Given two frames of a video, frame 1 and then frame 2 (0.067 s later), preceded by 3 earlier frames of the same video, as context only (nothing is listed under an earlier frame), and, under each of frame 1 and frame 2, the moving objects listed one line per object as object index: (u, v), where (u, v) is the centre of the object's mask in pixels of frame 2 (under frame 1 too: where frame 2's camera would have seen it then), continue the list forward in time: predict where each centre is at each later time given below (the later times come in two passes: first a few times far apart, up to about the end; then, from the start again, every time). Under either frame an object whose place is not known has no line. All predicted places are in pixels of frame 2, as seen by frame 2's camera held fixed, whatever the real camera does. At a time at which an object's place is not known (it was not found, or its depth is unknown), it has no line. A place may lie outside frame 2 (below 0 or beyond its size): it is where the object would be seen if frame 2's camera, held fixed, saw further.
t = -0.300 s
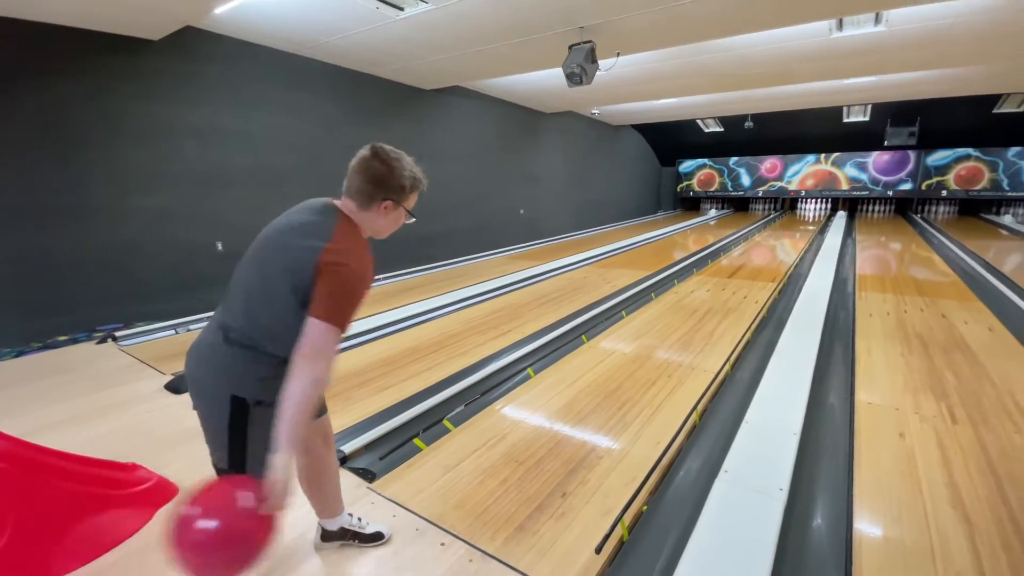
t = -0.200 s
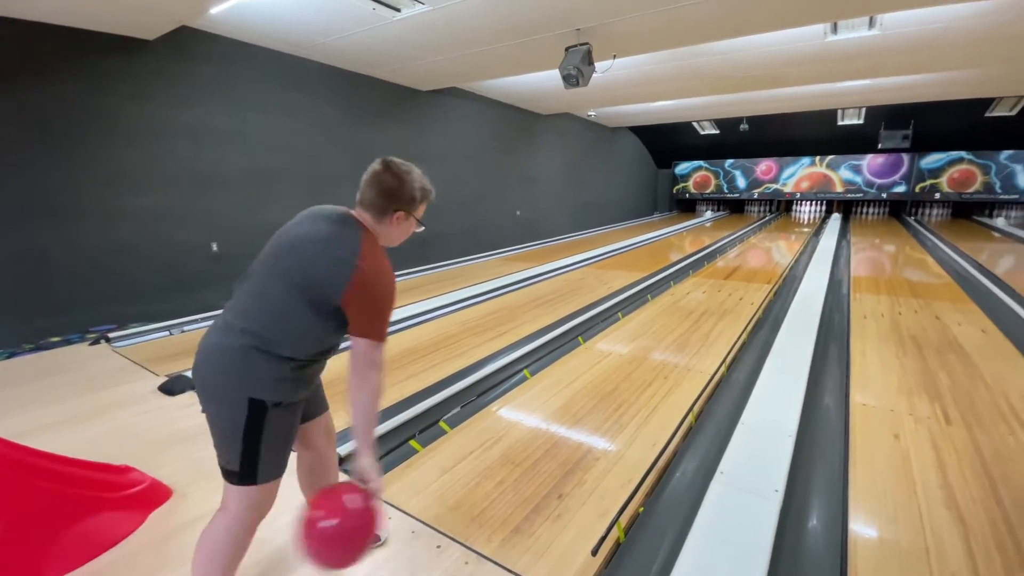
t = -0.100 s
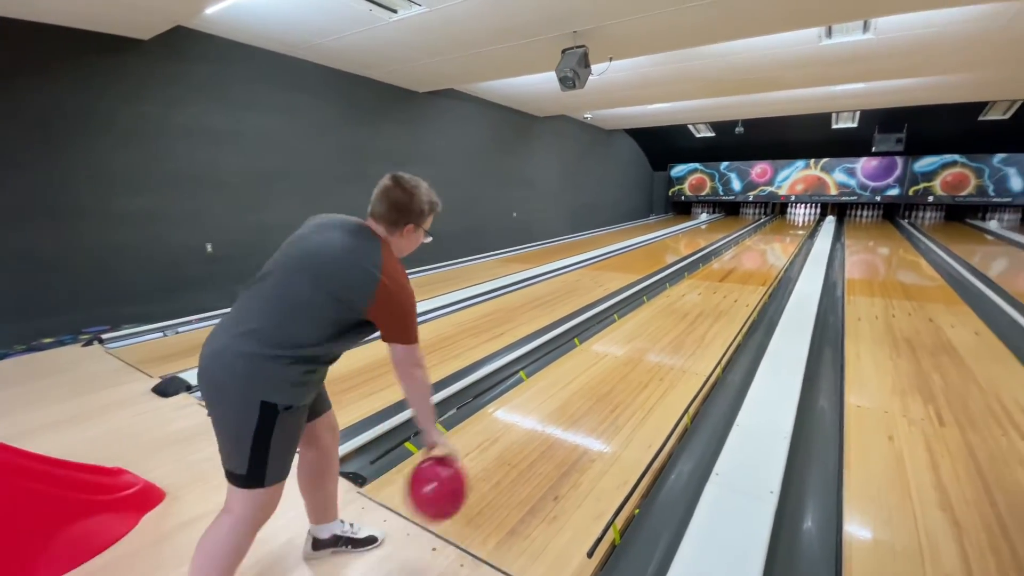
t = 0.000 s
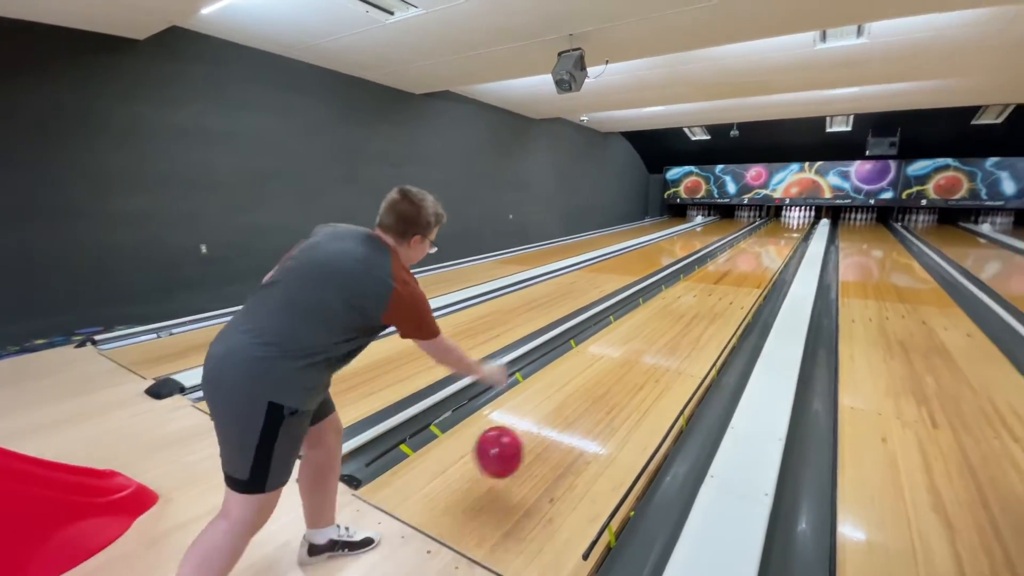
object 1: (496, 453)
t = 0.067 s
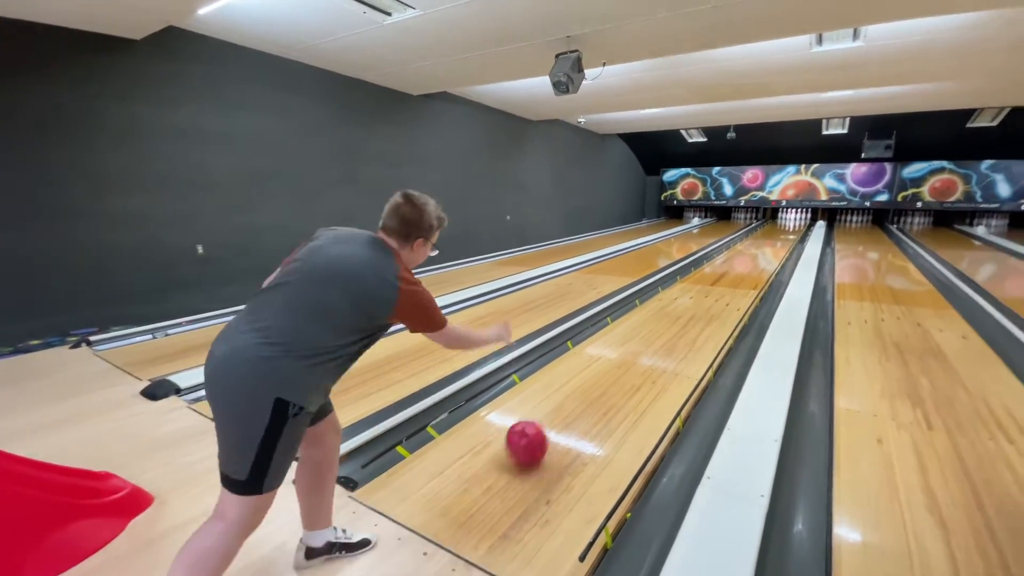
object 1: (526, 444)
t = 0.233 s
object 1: (578, 386)
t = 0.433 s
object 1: (616, 343)
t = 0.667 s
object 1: (645, 312)
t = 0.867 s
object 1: (661, 294)
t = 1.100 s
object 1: (675, 279)
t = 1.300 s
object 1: (694, 270)
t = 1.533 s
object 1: (715, 262)
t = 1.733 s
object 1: (729, 256)
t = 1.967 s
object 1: (743, 251)
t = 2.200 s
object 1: (756, 246)
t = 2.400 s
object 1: (764, 243)
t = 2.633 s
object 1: (774, 239)
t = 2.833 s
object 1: (782, 236)
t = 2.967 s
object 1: (786, 234)
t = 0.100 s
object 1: (540, 427)
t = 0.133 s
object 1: (551, 414)
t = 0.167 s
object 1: (561, 405)
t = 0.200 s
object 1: (570, 395)
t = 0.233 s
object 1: (578, 386)
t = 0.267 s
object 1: (586, 377)
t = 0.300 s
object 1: (593, 369)
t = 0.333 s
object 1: (599, 362)
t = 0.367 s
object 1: (605, 355)
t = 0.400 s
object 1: (611, 349)
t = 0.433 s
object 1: (616, 343)
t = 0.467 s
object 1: (621, 338)
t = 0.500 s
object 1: (626, 333)
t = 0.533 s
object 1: (630, 328)
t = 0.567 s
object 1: (634, 324)
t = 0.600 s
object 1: (638, 320)
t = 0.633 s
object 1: (641, 316)
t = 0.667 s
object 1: (645, 312)
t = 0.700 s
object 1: (648, 309)
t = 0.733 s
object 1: (650, 306)
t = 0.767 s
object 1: (653, 303)
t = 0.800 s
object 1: (656, 300)
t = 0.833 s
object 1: (658, 297)
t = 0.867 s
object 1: (661, 294)
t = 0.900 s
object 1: (663, 292)
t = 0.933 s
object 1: (665, 290)
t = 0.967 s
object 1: (667, 287)
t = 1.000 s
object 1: (669, 285)
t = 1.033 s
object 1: (671, 283)
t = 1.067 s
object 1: (673, 281)
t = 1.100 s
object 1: (675, 279)
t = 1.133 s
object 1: (678, 277)
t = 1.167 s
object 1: (681, 276)
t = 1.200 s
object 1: (684, 274)
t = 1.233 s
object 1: (687, 273)
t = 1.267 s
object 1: (691, 272)
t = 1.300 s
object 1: (694, 270)
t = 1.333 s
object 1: (698, 269)
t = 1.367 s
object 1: (701, 268)
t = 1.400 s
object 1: (704, 267)
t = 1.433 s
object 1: (707, 266)
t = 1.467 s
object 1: (709, 264)
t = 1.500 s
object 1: (712, 263)
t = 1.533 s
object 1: (715, 262)
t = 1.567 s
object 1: (718, 262)
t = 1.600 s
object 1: (720, 261)
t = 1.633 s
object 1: (723, 259)
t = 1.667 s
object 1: (725, 258)
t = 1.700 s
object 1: (727, 258)
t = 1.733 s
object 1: (729, 256)
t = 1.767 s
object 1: (732, 255)
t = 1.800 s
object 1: (734, 254)
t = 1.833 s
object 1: (736, 254)
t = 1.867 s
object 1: (738, 253)
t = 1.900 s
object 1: (740, 252)
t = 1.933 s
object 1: (742, 252)
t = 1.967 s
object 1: (743, 251)
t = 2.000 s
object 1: (745, 250)
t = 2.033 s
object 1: (747, 249)
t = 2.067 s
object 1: (749, 248)
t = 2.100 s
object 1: (750, 248)
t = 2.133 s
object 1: (753, 247)
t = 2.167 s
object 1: (754, 246)
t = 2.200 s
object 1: (756, 246)
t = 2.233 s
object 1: (757, 245)
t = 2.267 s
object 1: (759, 245)
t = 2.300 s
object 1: (760, 244)
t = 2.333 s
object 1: (761, 243)
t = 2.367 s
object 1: (763, 243)
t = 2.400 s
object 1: (764, 243)
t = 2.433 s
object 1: (766, 242)
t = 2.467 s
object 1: (767, 242)
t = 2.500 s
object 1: (769, 241)
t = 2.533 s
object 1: (771, 240)
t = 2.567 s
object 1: (772, 239)
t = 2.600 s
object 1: (773, 239)
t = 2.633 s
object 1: (774, 239)
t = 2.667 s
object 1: (775, 238)
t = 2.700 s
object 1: (776, 238)
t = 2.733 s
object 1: (778, 237)
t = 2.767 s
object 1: (779, 237)
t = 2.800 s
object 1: (780, 236)
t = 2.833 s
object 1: (782, 236)
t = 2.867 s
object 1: (783, 236)
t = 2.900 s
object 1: (785, 235)
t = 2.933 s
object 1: (785, 235)
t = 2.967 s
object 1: (786, 234)
